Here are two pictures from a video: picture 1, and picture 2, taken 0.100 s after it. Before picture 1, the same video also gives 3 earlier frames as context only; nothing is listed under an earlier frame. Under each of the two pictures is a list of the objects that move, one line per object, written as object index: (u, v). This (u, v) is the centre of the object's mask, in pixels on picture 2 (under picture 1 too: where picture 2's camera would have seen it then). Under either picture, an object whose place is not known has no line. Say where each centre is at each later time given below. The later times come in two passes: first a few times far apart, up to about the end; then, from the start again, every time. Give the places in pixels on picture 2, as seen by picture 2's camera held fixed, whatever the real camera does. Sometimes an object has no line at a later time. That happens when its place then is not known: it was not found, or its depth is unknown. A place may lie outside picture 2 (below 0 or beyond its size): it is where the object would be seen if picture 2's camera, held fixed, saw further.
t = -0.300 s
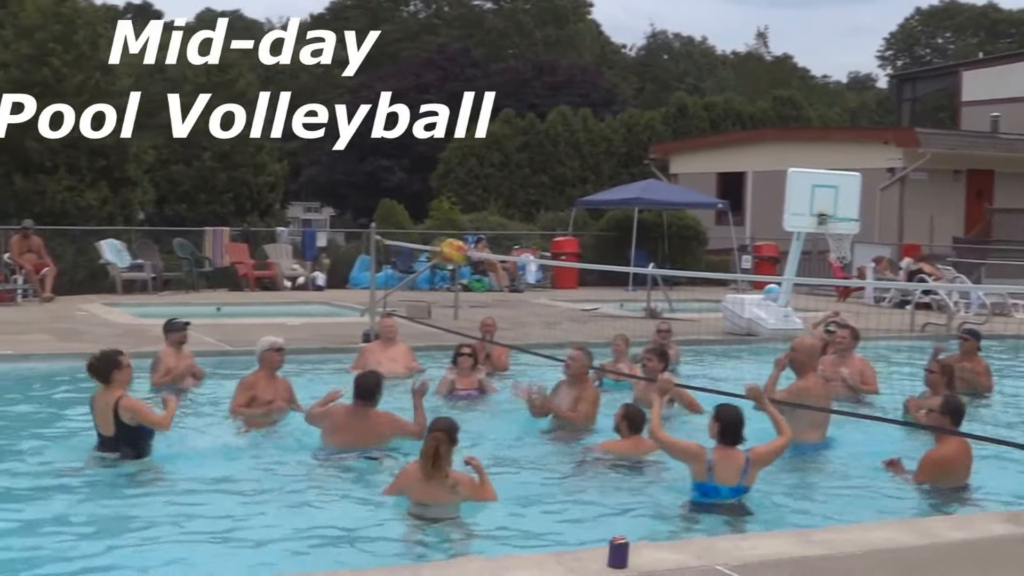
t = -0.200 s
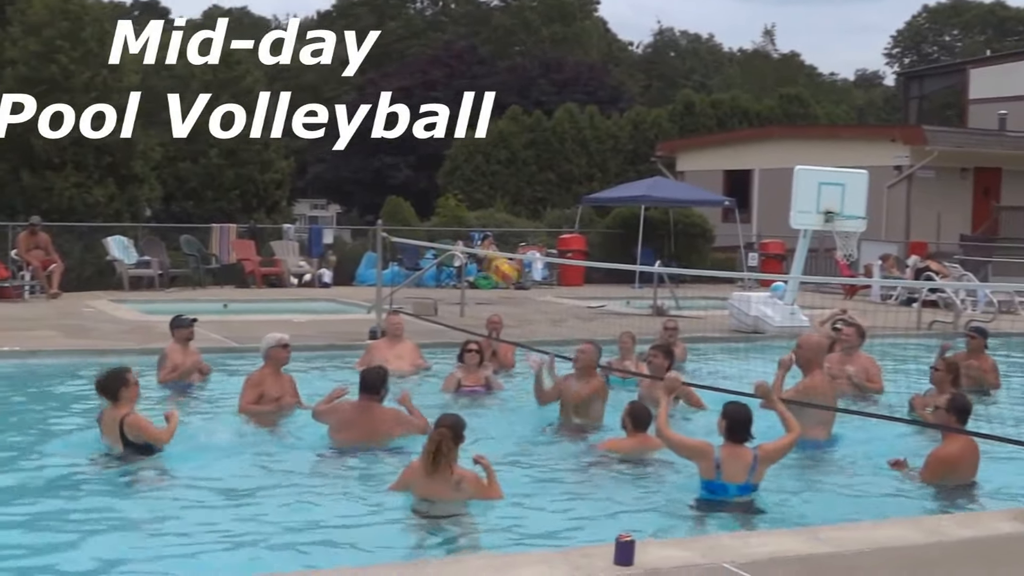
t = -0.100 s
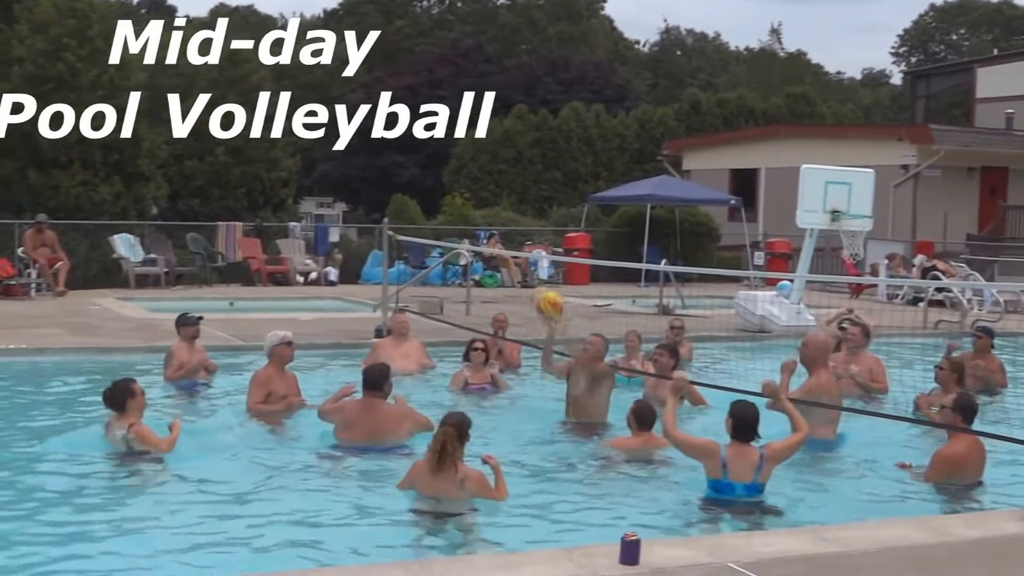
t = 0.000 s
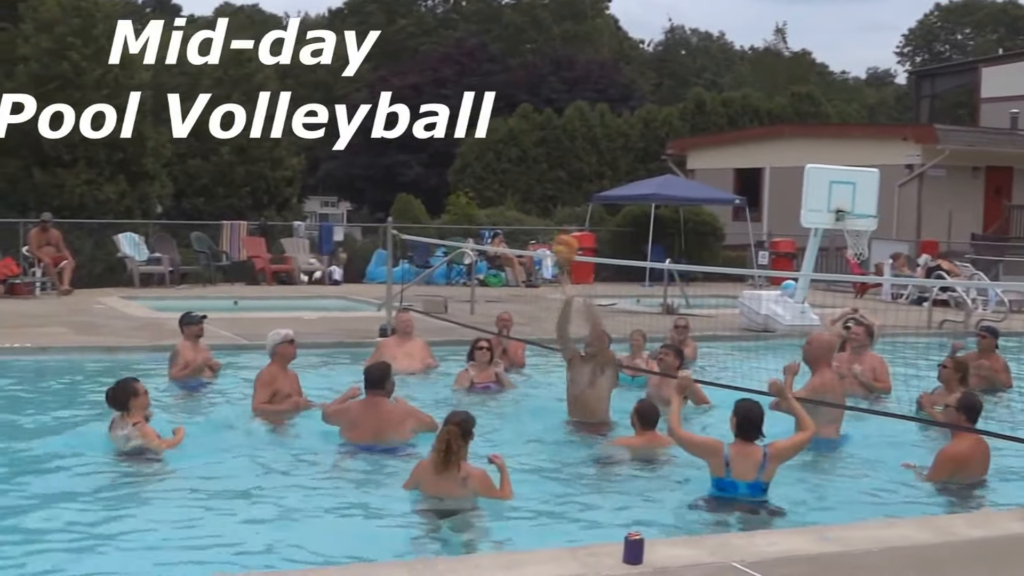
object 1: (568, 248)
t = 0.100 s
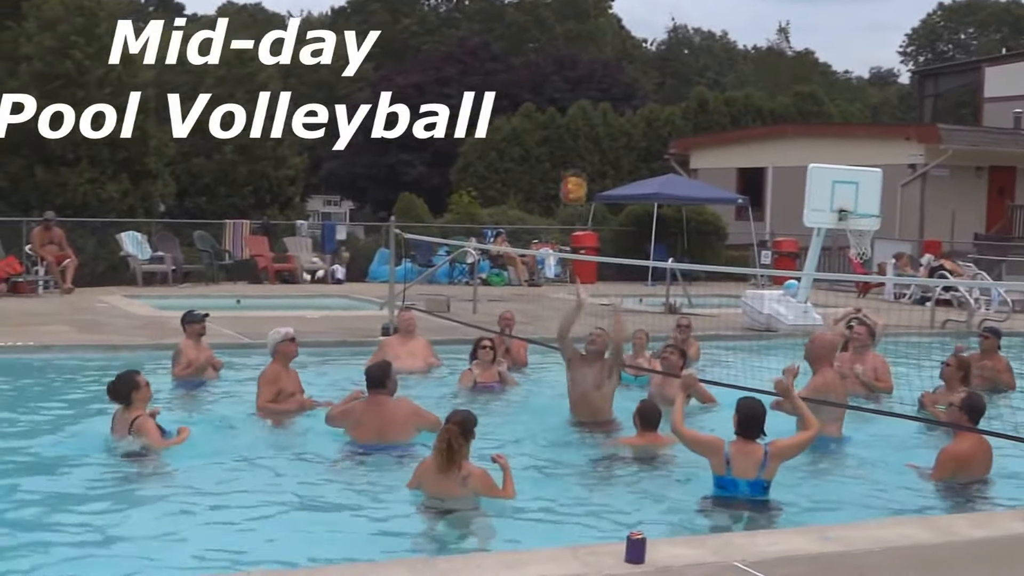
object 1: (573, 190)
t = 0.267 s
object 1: (582, 122)
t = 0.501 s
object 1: (593, 89)
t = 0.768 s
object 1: (602, 139)
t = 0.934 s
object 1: (608, 224)
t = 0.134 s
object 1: (575, 174)
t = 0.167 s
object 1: (577, 160)
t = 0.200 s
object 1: (579, 148)
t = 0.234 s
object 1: (580, 135)
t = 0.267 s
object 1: (582, 122)
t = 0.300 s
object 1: (584, 113)
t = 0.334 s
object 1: (586, 105)
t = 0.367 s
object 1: (587, 99)
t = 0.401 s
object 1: (588, 93)
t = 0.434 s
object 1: (590, 91)
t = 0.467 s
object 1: (591, 89)
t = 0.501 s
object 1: (593, 89)
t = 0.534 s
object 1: (594, 89)
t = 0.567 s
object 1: (595, 91)
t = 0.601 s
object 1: (597, 95)
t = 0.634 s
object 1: (598, 102)
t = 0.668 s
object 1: (599, 108)
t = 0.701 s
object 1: (601, 116)
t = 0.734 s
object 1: (602, 127)
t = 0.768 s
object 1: (602, 139)
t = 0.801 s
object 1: (603, 152)
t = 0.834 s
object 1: (604, 167)
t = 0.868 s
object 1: (604, 182)
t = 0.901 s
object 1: (607, 202)
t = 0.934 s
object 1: (608, 224)
